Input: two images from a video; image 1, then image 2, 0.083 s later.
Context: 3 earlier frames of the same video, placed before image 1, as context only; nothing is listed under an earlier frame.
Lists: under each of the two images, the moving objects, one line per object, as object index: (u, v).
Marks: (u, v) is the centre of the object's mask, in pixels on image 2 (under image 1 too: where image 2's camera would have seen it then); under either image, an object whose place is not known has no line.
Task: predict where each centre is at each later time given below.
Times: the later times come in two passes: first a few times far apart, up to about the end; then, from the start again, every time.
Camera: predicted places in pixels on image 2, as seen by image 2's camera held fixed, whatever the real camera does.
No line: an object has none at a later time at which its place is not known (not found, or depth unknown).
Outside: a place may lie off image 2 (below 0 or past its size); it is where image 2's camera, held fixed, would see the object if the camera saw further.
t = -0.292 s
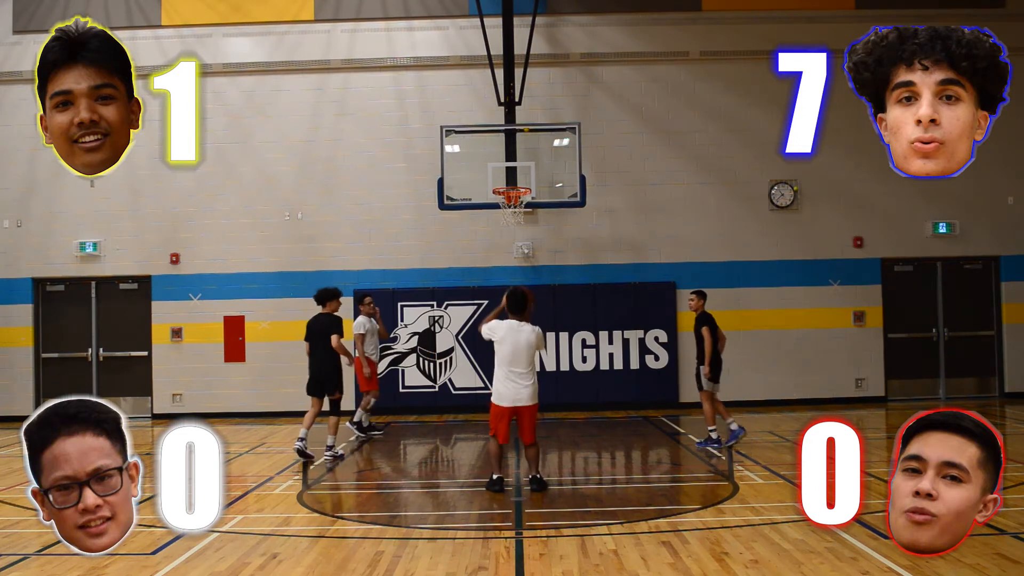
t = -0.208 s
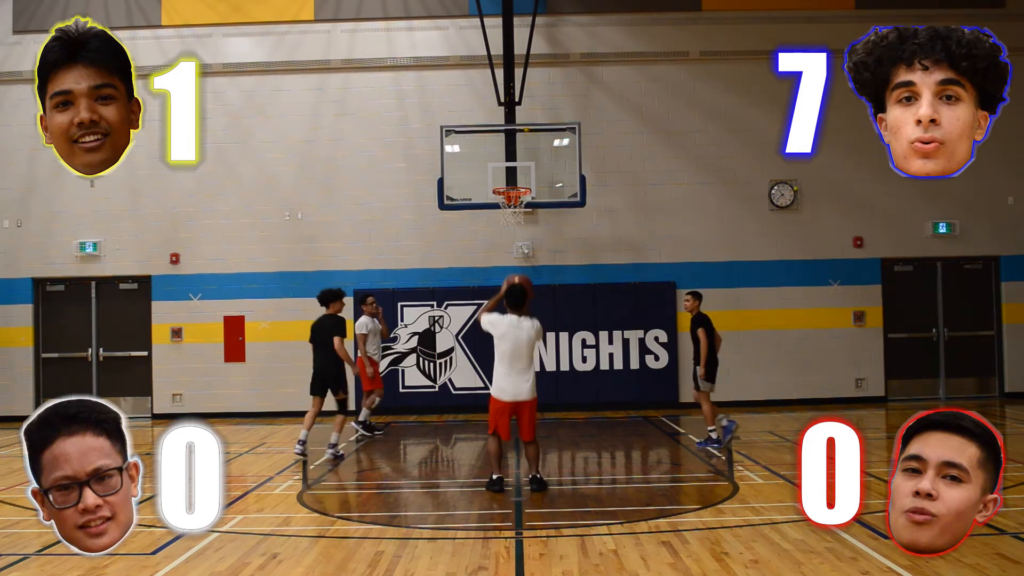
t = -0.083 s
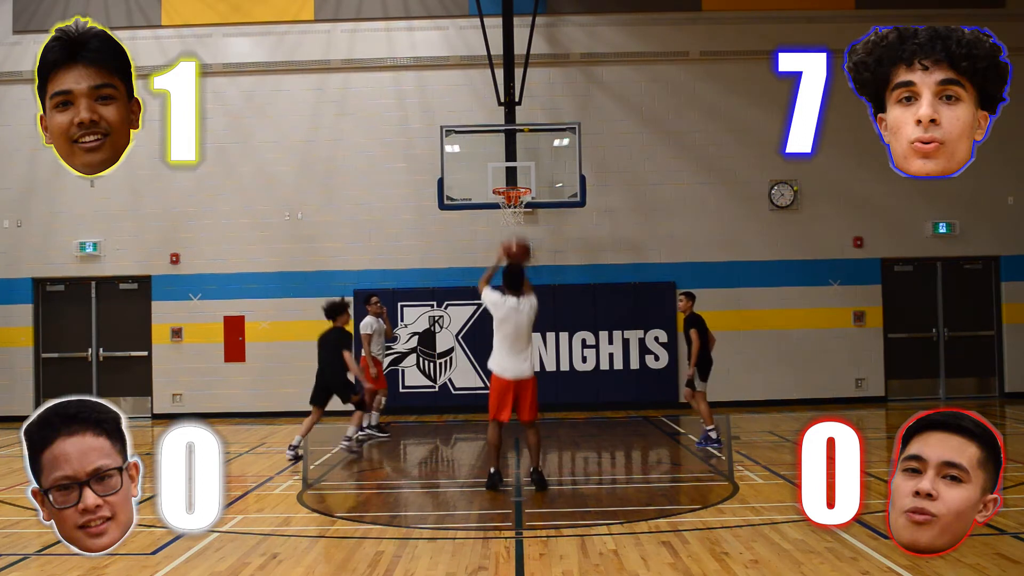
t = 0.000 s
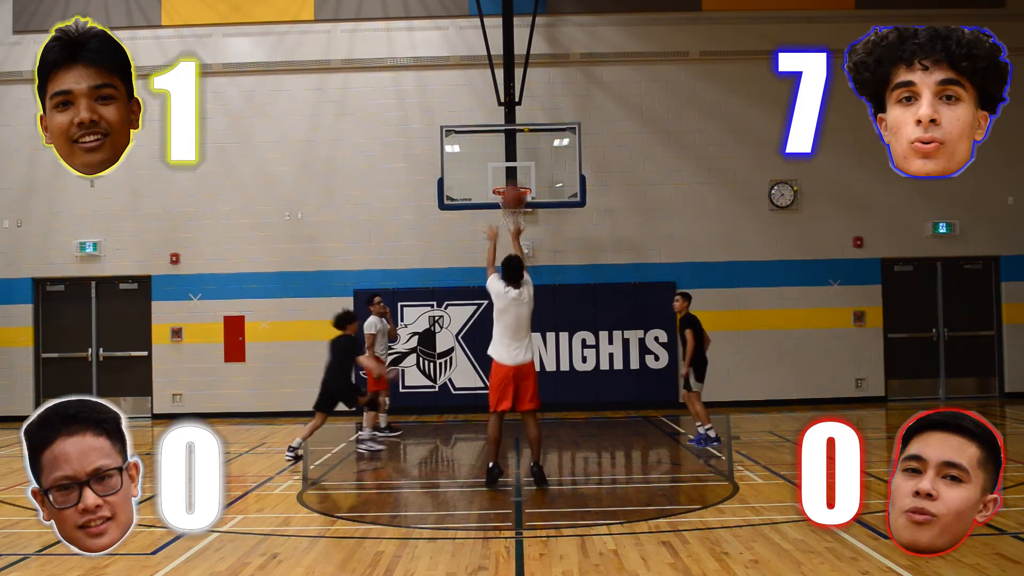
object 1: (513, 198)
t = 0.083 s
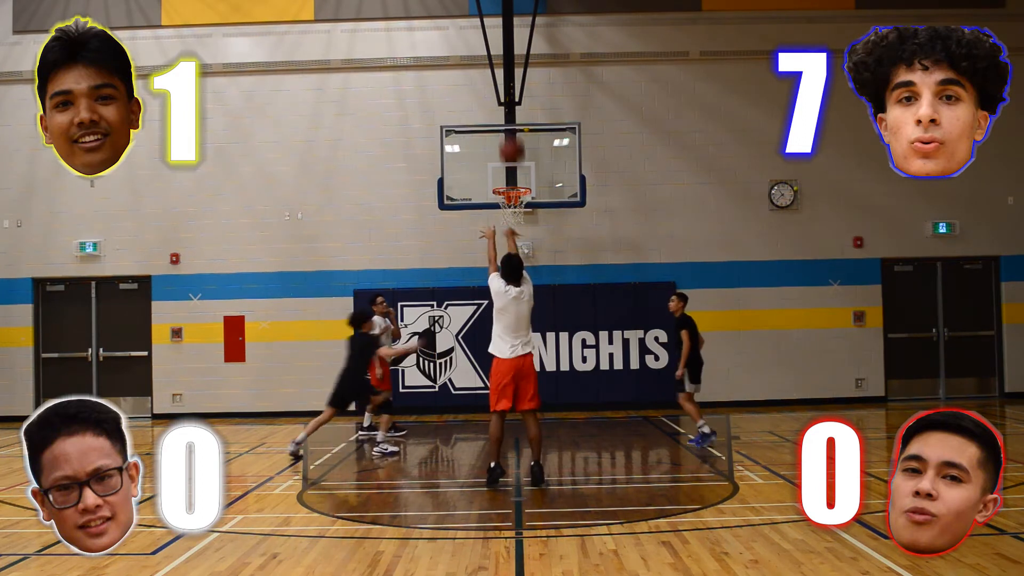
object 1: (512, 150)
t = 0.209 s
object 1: (509, 97)
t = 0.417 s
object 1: (505, 50)
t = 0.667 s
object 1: (501, 49)
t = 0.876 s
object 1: (499, 87)
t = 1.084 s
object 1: (499, 154)
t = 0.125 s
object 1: (510, 130)
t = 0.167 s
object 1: (509, 112)
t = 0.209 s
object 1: (509, 97)
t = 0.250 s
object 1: (507, 83)
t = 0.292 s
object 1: (507, 71)
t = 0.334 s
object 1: (506, 63)
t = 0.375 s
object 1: (506, 55)
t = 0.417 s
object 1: (505, 50)
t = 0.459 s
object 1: (504, 45)
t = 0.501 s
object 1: (503, 43)
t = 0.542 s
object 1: (503, 42)
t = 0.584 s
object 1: (502, 43)
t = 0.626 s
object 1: (501, 45)
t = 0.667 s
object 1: (501, 49)
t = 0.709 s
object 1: (501, 54)
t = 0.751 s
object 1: (501, 60)
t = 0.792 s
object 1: (501, 68)
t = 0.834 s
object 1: (500, 77)
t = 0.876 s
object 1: (499, 87)
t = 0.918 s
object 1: (500, 98)
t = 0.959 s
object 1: (499, 110)
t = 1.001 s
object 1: (499, 124)
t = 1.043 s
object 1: (499, 138)
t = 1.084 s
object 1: (499, 154)
